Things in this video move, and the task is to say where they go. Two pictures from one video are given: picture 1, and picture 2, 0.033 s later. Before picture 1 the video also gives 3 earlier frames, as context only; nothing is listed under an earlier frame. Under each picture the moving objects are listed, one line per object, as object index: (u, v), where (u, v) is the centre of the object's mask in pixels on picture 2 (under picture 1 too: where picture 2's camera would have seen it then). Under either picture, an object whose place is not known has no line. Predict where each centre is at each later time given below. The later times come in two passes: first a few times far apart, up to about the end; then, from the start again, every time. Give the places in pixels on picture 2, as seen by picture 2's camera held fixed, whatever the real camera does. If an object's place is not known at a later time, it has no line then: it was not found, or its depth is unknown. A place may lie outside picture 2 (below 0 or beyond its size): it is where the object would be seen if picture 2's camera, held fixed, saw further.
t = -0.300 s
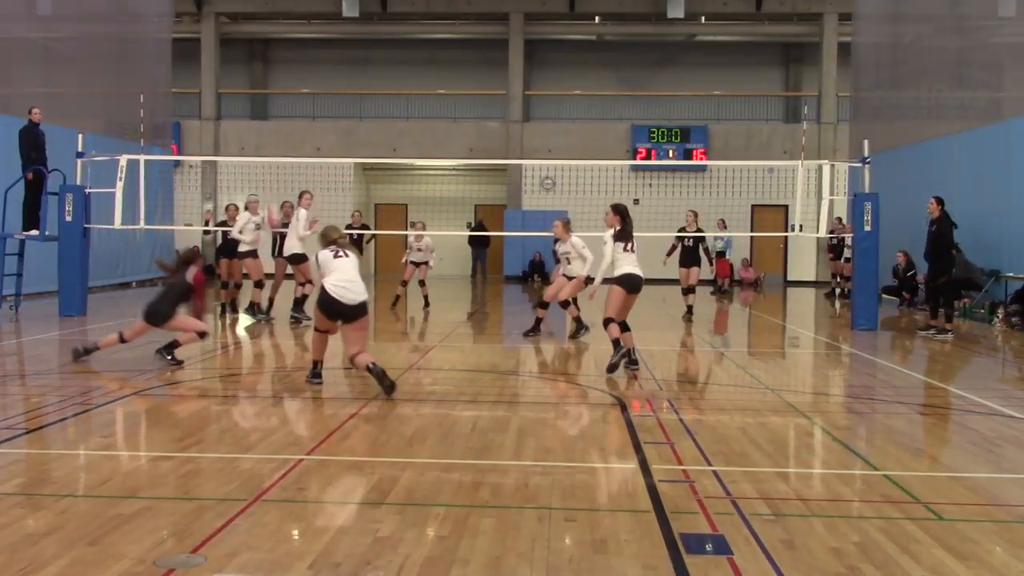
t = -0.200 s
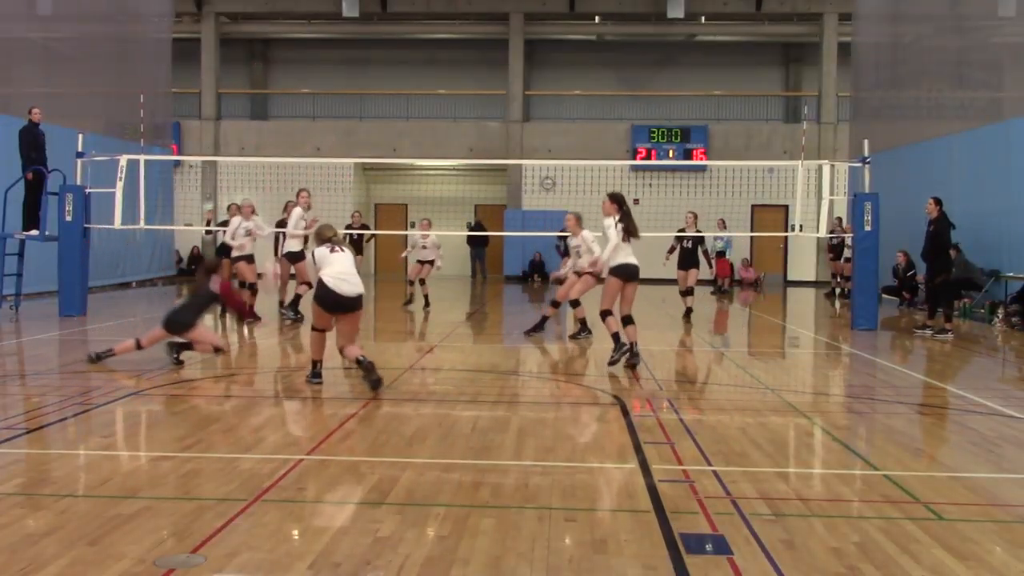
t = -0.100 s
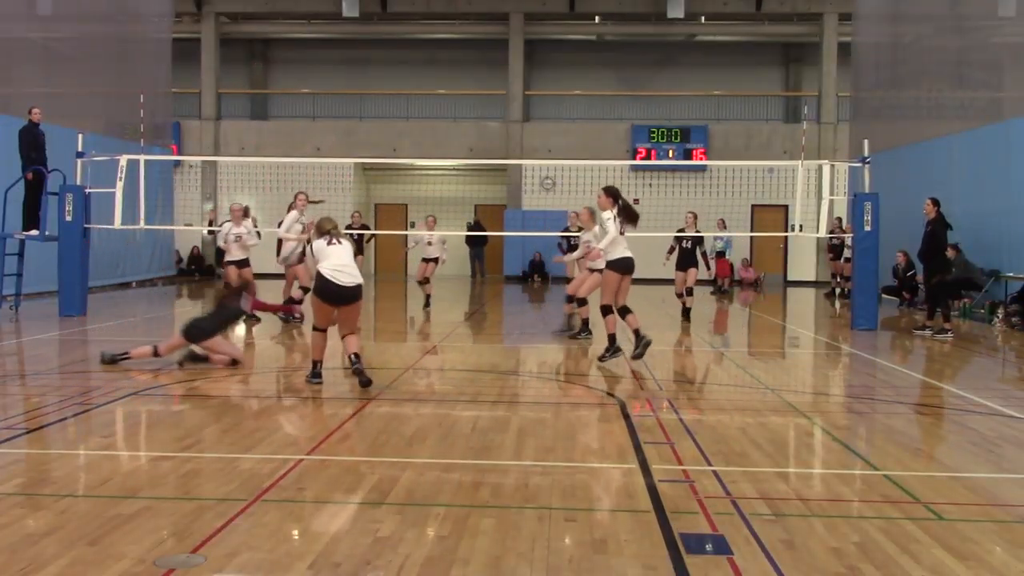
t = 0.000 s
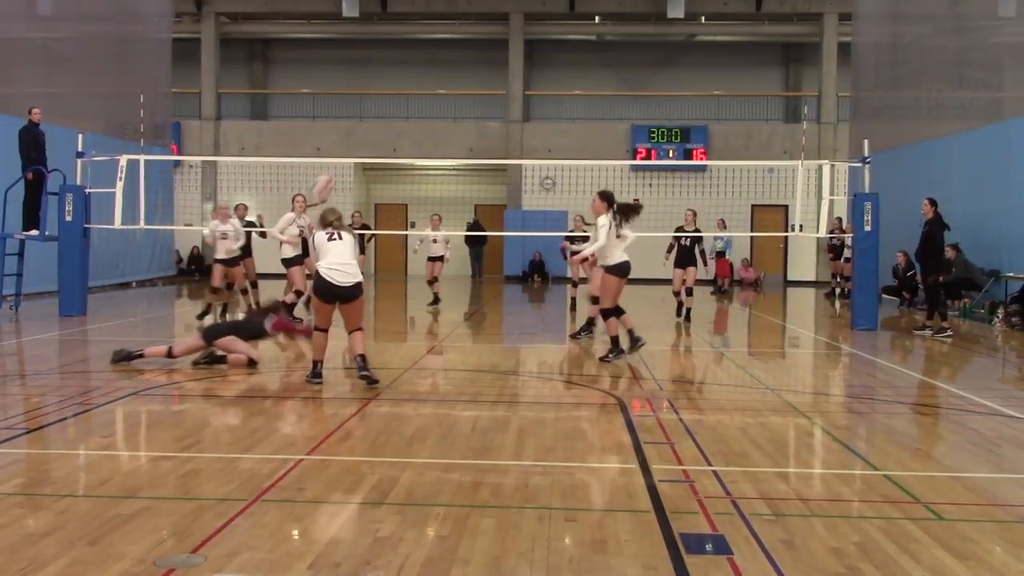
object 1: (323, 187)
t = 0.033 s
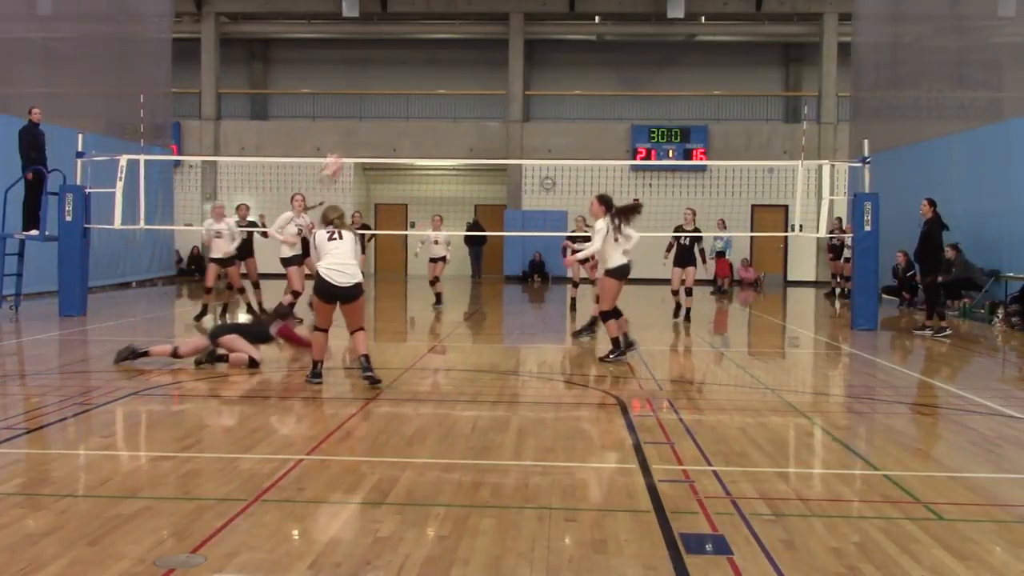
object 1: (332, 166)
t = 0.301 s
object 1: (408, 54)
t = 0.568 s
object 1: (478, 11)
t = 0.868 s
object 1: (553, 47)
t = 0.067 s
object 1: (341, 147)
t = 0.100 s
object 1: (350, 131)
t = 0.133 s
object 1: (361, 114)
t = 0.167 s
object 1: (370, 101)
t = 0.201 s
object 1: (380, 86)
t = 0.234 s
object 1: (389, 74)
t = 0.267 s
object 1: (398, 63)
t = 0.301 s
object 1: (408, 54)
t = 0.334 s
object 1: (416, 44)
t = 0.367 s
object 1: (425, 37)
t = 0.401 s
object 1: (434, 30)
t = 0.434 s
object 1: (444, 22)
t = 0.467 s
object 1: (452, 19)
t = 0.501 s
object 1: (461, 15)
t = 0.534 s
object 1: (470, 13)
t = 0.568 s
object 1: (478, 11)
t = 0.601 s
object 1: (486, 11)
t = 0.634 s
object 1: (495, 13)
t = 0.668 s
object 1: (504, 13)
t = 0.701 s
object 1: (512, 17)
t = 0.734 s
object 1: (521, 20)
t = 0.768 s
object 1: (529, 25)
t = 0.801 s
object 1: (537, 32)
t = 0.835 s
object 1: (545, 38)
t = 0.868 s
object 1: (553, 47)
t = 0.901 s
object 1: (562, 56)
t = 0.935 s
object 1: (570, 65)
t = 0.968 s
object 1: (577, 77)
